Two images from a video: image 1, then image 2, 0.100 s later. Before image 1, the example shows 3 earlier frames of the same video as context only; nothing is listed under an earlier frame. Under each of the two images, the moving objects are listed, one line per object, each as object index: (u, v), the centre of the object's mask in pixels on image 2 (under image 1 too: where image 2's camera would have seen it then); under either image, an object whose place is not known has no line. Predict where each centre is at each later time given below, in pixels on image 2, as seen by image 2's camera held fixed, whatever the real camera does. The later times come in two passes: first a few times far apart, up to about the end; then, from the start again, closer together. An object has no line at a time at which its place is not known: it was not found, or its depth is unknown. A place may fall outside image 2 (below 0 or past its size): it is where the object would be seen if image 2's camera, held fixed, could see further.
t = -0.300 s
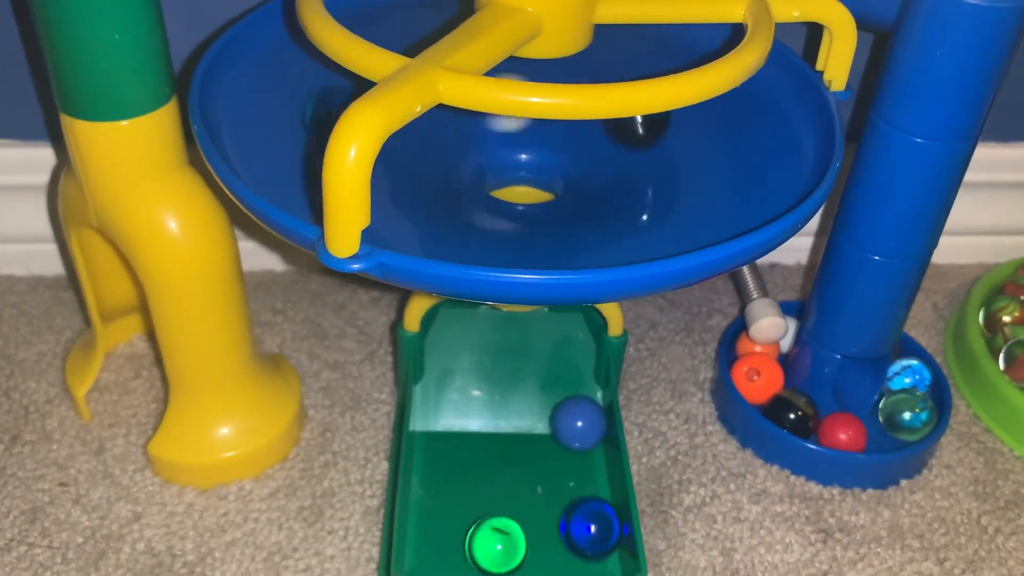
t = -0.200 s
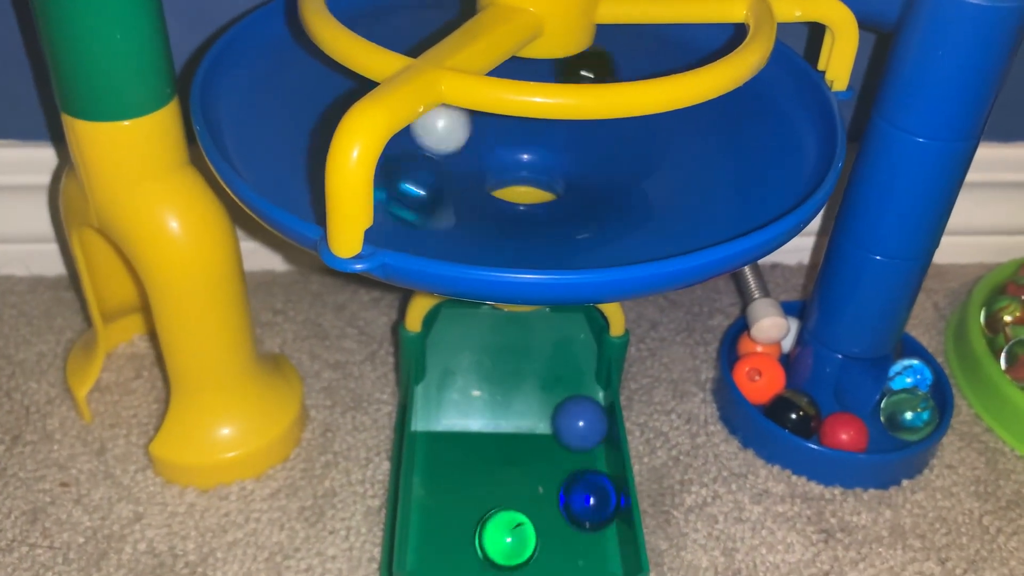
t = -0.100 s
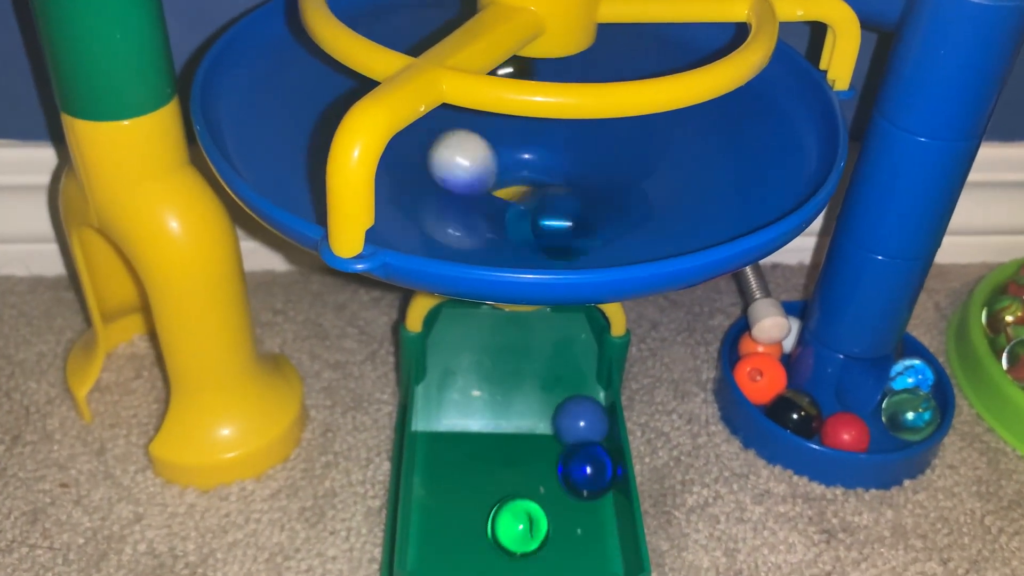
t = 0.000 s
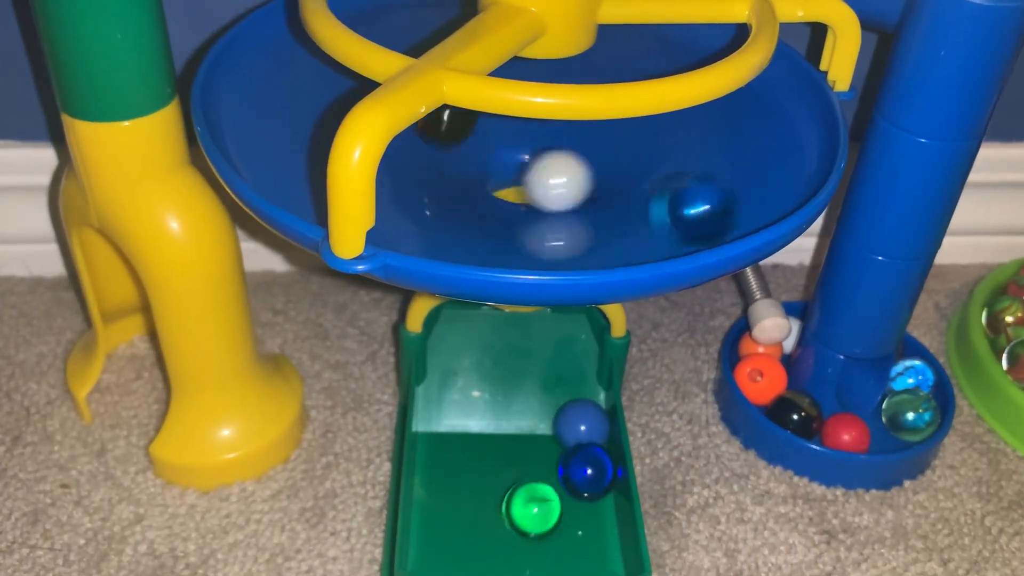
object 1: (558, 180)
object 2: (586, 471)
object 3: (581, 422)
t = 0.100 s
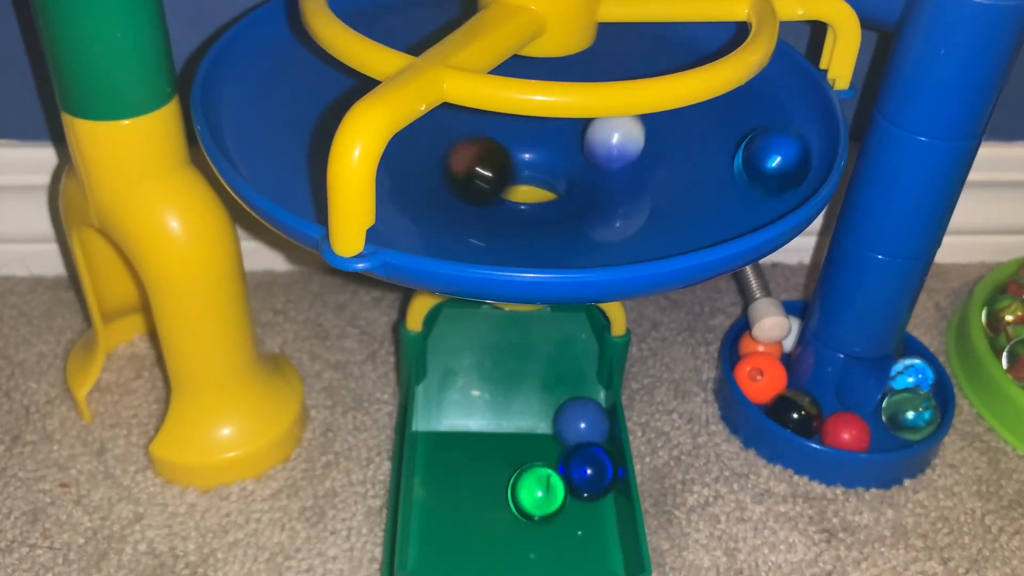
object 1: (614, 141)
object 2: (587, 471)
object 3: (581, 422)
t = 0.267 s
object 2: (587, 466)
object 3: (581, 419)
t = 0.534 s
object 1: (553, 181)
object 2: (586, 467)
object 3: (581, 420)
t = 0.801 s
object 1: (504, 123)
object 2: (587, 467)
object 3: (581, 419)
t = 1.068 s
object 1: (583, 164)
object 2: (587, 467)
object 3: (581, 419)
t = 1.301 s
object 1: (529, 131)
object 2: (587, 467)
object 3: (581, 419)
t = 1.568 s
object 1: (572, 163)
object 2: (587, 467)
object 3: (581, 419)
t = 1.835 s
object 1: (473, 404)
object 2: (587, 467)
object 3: (581, 419)
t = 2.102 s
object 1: (600, 561)
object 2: (574, 467)
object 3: (561, 420)
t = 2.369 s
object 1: (595, 515)
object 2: (586, 464)
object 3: (570, 420)
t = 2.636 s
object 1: (595, 514)
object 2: (586, 463)
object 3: (576, 419)
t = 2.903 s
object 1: (595, 514)
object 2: (586, 463)
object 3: (576, 419)
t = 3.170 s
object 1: (595, 514)
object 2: (587, 463)
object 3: (576, 419)
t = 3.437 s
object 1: (595, 514)
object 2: (585, 463)
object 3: (577, 418)
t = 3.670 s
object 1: (595, 514)
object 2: (585, 463)
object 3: (580, 419)
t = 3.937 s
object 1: (595, 514)
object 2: (585, 463)
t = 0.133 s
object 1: (613, 134)
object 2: (588, 470)
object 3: (581, 421)
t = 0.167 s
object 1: (604, 127)
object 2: (587, 469)
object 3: (581, 420)
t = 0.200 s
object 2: (587, 467)
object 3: (581, 420)
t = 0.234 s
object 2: (587, 467)
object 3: (581, 419)
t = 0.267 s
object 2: (587, 466)
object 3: (581, 419)
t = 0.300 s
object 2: (587, 467)
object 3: (581, 419)
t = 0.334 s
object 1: (487, 126)
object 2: (587, 466)
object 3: (581, 419)
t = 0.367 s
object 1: (475, 135)
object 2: (587, 467)
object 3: (581, 419)
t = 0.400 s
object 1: (472, 150)
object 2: (587, 467)
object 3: (581, 419)
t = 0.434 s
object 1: (482, 164)
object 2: (586, 466)
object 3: (581, 419)
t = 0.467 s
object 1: (500, 177)
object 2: (586, 467)
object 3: (581, 420)
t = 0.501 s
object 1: (526, 182)
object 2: (587, 467)
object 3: (581, 420)
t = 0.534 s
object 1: (553, 181)
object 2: (586, 467)
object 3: (581, 420)
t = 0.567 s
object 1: (575, 177)
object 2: (586, 467)
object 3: (581, 419)
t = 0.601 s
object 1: (591, 170)
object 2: (586, 467)
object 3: (581, 419)
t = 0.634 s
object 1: (598, 161)
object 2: (586, 467)
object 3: (581, 419)
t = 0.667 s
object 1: (595, 148)
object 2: (586, 467)
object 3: (581, 419)
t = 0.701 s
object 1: (581, 138)
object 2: (586, 467)
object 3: (581, 419)
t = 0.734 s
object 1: (556, 129)
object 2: (586, 467)
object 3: (581, 419)
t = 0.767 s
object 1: (529, 126)
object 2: (586, 467)
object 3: (581, 419)
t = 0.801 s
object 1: (504, 123)
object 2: (587, 467)
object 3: (581, 419)
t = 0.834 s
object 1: (476, 121)
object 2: (586, 467)
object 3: (581, 419)
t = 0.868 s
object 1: (461, 123)
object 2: (586, 467)
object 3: (581, 419)
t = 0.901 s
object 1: (457, 129)
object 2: (586, 467)
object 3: (581, 419)
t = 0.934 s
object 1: (463, 142)
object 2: (587, 467)
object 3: (581, 419)
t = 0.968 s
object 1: (481, 160)
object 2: (586, 466)
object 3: (581, 419)
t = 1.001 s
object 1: (514, 171)
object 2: (587, 467)
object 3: (581, 419)
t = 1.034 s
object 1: (552, 172)
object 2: (587, 466)
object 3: (581, 419)
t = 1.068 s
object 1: (583, 164)
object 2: (587, 467)
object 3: (581, 419)
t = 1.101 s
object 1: (603, 153)
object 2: (587, 467)
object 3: (581, 419)
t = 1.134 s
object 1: (613, 141)
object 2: (587, 467)
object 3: (581, 419)
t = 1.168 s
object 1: (613, 135)
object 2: (587, 467)
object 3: (581, 419)
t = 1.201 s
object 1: (603, 131)
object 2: (587, 467)
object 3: (581, 419)
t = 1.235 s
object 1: (583, 130)
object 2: (587, 467)
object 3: (581, 419)
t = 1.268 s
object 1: (557, 131)
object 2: (587, 467)
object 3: (581, 419)
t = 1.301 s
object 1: (529, 131)
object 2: (587, 467)
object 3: (581, 419)
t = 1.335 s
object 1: (495, 140)
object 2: (587, 467)
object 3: (581, 419)
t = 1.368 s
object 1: (495, 158)
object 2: (587, 467)
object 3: (581, 419)
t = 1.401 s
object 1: (505, 170)
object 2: (587, 466)
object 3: (581, 419)
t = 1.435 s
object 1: (523, 176)
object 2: (587, 467)
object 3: (581, 419)
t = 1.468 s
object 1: (541, 178)
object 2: (587, 467)
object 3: (581, 419)
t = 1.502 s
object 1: (559, 175)
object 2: (587, 467)
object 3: (581, 419)
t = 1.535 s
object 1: (569, 170)
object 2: (587, 467)
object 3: (581, 419)
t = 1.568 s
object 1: (572, 163)
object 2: (587, 467)
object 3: (581, 419)
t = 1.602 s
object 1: (565, 152)
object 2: (587, 467)
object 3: (581, 419)
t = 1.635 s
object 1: (541, 154)
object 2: (587, 467)
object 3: (581, 419)
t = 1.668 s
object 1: (513, 185)
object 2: (587, 467)
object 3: (581, 419)
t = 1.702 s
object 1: (528, 188)
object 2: (587, 467)
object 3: (581, 419)
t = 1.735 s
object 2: (587, 466)
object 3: (581, 419)
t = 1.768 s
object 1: (527, 314)
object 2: (587, 467)
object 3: (581, 419)
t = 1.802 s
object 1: (508, 345)
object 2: (587, 467)
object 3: (581, 419)
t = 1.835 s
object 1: (473, 404)
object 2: (587, 467)
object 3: (581, 419)
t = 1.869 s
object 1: (449, 467)
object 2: (585, 467)
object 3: (579, 419)
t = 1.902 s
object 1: (479, 511)
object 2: (582, 467)
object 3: (574, 419)
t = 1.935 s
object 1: (508, 549)
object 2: (579, 466)
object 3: (570, 419)
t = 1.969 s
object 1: (529, 568)
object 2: (577, 466)
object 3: (567, 419)
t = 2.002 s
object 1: (562, 570)
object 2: (576, 466)
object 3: (565, 419)
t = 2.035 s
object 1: (588, 569)
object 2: (575, 467)
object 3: (563, 419)
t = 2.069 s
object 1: (601, 567)
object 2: (575, 467)
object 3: (562, 419)
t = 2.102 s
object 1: (600, 561)
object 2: (574, 467)
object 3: (561, 420)
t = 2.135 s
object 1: (599, 554)
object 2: (575, 467)
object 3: (561, 420)
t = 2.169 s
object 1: (598, 547)
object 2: (575, 467)
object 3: (562, 420)
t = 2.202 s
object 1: (596, 535)
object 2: (577, 466)
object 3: (564, 419)
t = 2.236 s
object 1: (595, 523)
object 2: (579, 465)
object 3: (565, 419)
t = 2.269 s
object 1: (595, 514)
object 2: (581, 463)
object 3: (567, 419)
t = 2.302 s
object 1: (595, 515)
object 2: (586, 463)
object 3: (568, 420)
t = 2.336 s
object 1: (595, 515)
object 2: (586, 464)
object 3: (569, 420)
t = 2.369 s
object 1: (595, 515)
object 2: (586, 464)
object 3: (570, 420)
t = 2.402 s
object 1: (595, 514)
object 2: (586, 463)
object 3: (571, 420)
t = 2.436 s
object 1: (595, 514)
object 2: (586, 463)
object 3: (572, 419)
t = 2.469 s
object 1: (595, 514)
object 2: (586, 463)
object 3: (573, 419)
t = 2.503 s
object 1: (595, 514)
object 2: (586, 463)
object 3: (574, 419)
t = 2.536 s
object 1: (595, 514)
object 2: (586, 463)
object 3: (575, 419)
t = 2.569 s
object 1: (595, 514)
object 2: (586, 463)
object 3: (576, 419)
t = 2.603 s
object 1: (595, 514)
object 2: (586, 463)
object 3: (576, 419)
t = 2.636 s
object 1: (595, 514)
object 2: (586, 463)
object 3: (576, 419)
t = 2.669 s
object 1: (595, 514)
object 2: (586, 463)
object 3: (576, 419)
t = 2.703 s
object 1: (595, 514)
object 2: (586, 463)
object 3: (575, 419)
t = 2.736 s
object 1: (595, 514)
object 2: (586, 463)
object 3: (576, 419)
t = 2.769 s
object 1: (595, 514)
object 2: (586, 463)
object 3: (576, 419)
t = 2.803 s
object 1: (595, 514)
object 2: (586, 463)
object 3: (576, 419)
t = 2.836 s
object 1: (595, 514)
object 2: (586, 463)
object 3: (576, 419)
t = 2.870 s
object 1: (595, 514)
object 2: (586, 463)
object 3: (576, 419)
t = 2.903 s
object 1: (595, 514)
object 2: (586, 463)
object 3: (576, 419)
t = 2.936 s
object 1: (595, 514)
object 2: (586, 463)
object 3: (576, 419)
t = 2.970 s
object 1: (595, 514)
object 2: (586, 463)
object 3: (576, 418)
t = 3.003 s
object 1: (595, 514)
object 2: (586, 463)
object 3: (576, 419)
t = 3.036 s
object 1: (595, 514)
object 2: (586, 463)
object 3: (576, 419)
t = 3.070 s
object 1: (595, 514)
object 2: (586, 463)
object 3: (576, 419)
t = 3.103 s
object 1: (595, 514)
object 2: (587, 463)
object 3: (576, 419)
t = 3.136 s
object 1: (595, 514)
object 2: (587, 463)
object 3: (576, 419)
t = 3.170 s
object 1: (595, 514)
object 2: (587, 463)
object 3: (576, 419)
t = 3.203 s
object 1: (595, 514)
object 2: (587, 463)
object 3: (576, 418)
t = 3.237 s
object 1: (595, 514)
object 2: (586, 463)
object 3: (576, 419)
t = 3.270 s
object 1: (595, 514)
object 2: (586, 463)
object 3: (576, 419)
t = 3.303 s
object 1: (595, 514)
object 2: (586, 463)
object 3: (576, 419)
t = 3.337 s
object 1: (595, 514)
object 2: (585, 463)
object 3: (576, 419)
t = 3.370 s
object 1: (595, 514)
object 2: (585, 463)
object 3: (576, 419)
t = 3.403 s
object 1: (595, 514)
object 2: (585, 463)
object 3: (576, 418)
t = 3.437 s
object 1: (595, 514)
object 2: (585, 463)
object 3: (577, 418)
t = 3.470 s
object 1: (595, 514)
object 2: (585, 463)
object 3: (579, 419)
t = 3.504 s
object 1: (595, 514)
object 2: (585, 463)
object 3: (580, 419)
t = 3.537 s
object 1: (595, 514)
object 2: (585, 463)
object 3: (580, 419)
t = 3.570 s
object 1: (595, 514)
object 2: (585, 463)
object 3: (581, 419)
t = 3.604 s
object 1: (595, 514)
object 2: (585, 463)
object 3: (580, 419)
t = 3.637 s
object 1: (595, 514)
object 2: (585, 463)
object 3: (581, 419)
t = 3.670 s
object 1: (595, 514)
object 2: (585, 463)
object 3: (580, 419)
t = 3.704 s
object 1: (595, 514)
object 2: (585, 463)
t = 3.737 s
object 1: (595, 514)
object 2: (585, 463)
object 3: (581, 419)
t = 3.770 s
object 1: (595, 514)
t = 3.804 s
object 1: (595, 514)
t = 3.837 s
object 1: (595, 514)
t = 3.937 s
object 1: (595, 514)
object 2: (585, 463)
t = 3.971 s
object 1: (595, 514)
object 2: (585, 463)
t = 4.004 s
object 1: (595, 514)
